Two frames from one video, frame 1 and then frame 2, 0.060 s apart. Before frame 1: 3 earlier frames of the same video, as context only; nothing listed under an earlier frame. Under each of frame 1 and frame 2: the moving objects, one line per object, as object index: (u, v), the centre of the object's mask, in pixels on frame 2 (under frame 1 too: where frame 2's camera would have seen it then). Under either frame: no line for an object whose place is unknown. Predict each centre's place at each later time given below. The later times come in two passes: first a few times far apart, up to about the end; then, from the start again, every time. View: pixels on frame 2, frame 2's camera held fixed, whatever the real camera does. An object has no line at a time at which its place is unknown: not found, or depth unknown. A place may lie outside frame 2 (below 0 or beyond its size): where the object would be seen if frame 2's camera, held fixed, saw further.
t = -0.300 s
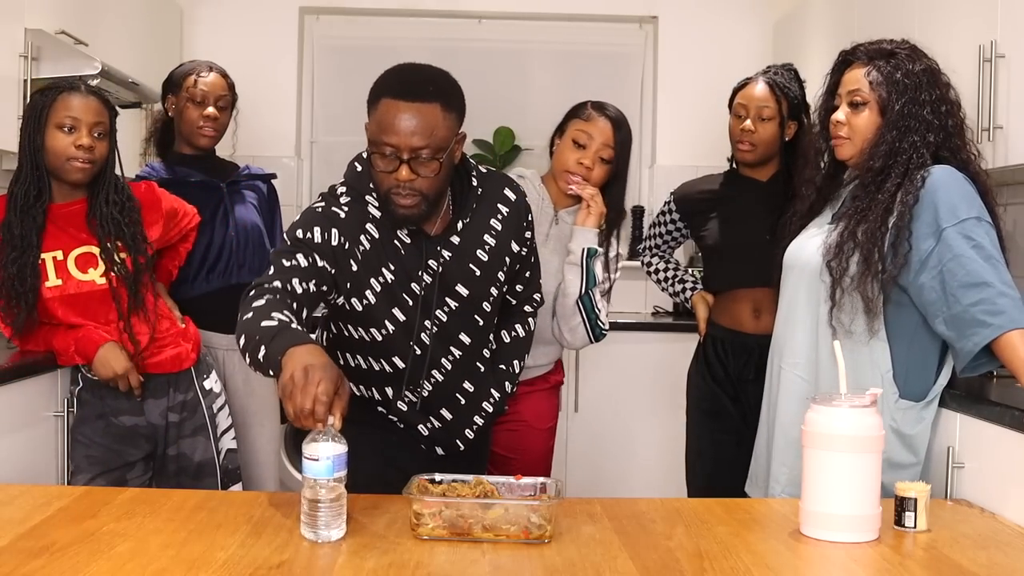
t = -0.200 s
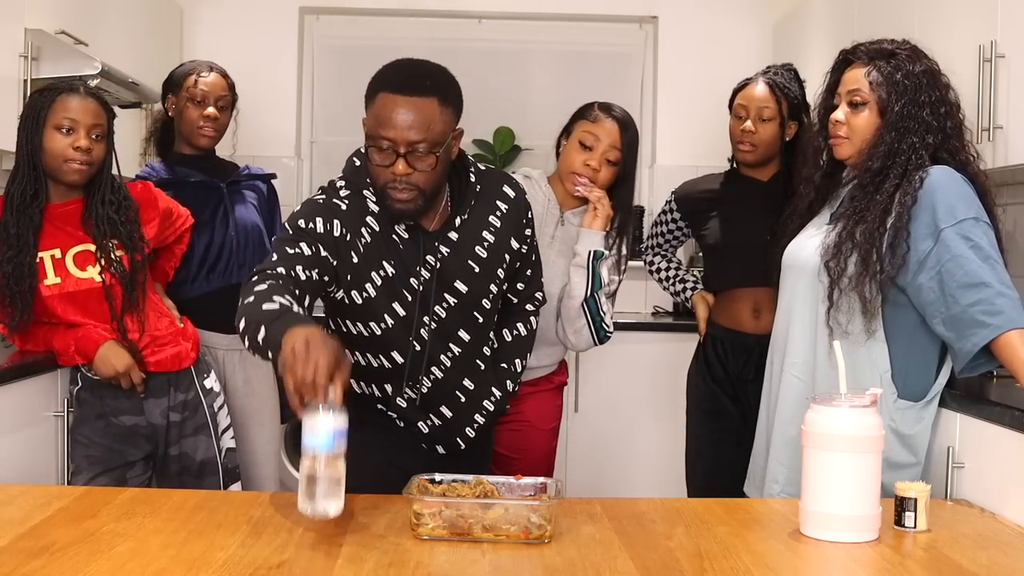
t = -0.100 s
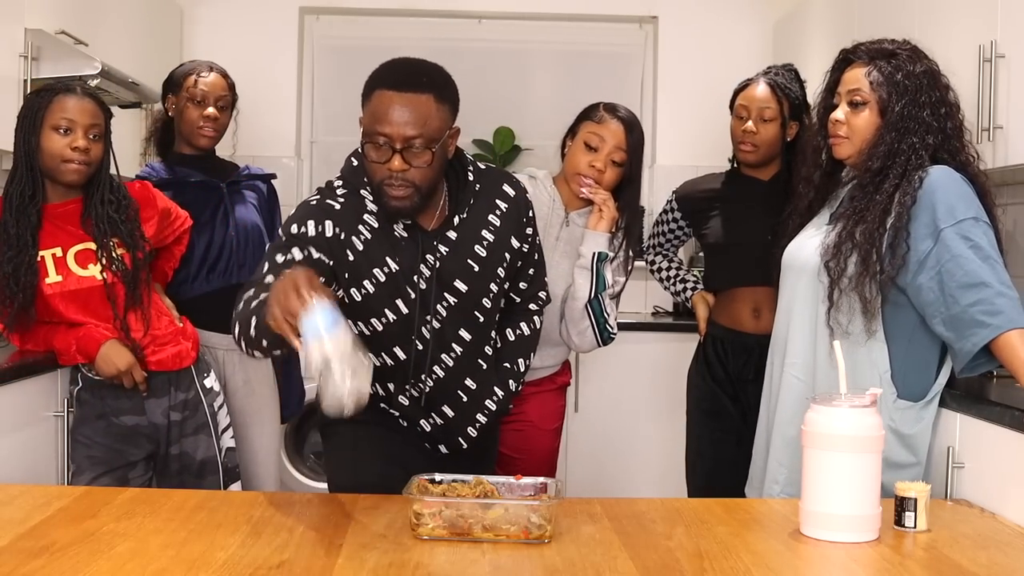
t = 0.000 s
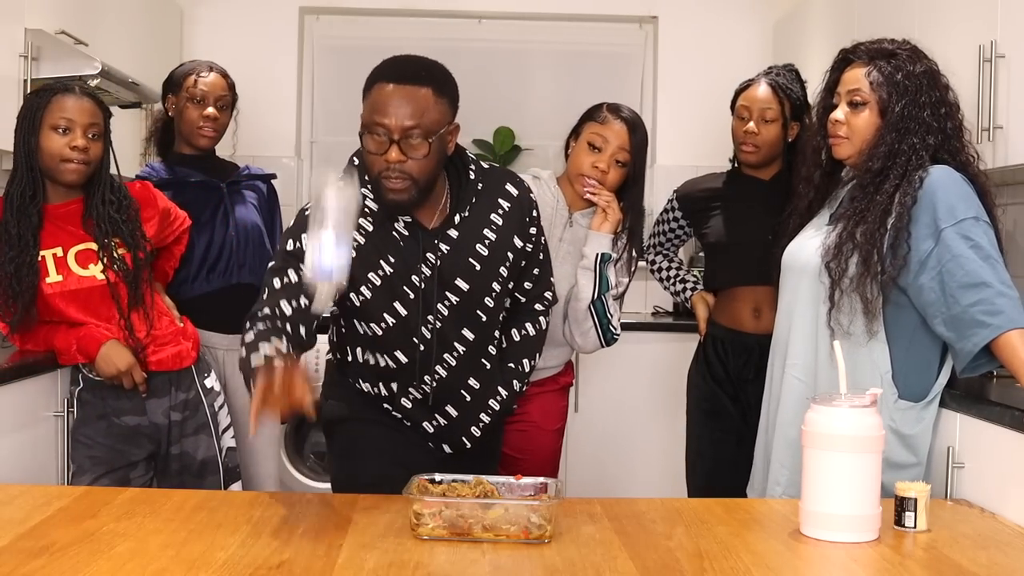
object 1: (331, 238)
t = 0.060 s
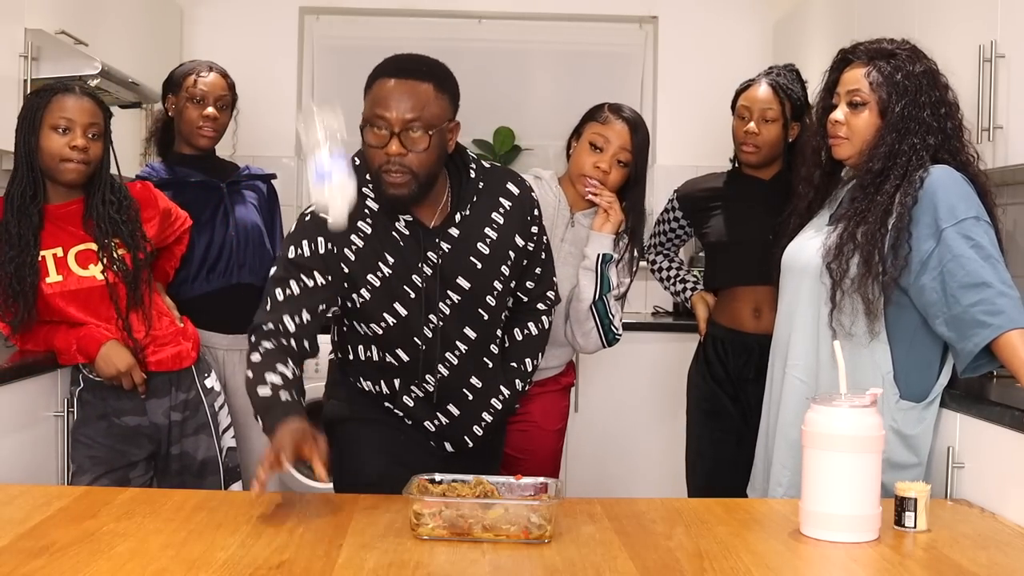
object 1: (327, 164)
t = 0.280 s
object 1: (298, 138)
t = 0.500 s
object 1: (264, 459)
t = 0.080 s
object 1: (325, 146)
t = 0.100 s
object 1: (323, 131)
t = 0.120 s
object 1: (321, 120)
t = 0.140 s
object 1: (318, 112)
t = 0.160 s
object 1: (315, 106)
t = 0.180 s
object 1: (313, 104)
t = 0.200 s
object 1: (310, 105)
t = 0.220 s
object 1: (307, 108)
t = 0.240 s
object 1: (305, 115)
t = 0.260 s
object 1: (304, 124)
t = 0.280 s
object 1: (298, 138)
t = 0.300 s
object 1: (297, 154)
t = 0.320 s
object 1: (293, 174)
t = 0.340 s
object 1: (288, 195)
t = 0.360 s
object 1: (285, 218)
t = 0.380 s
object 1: (282, 245)
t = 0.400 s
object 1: (279, 274)
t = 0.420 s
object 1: (276, 303)
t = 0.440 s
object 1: (275, 337)
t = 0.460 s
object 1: (271, 373)
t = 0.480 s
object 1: (266, 417)
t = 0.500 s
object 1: (264, 459)
